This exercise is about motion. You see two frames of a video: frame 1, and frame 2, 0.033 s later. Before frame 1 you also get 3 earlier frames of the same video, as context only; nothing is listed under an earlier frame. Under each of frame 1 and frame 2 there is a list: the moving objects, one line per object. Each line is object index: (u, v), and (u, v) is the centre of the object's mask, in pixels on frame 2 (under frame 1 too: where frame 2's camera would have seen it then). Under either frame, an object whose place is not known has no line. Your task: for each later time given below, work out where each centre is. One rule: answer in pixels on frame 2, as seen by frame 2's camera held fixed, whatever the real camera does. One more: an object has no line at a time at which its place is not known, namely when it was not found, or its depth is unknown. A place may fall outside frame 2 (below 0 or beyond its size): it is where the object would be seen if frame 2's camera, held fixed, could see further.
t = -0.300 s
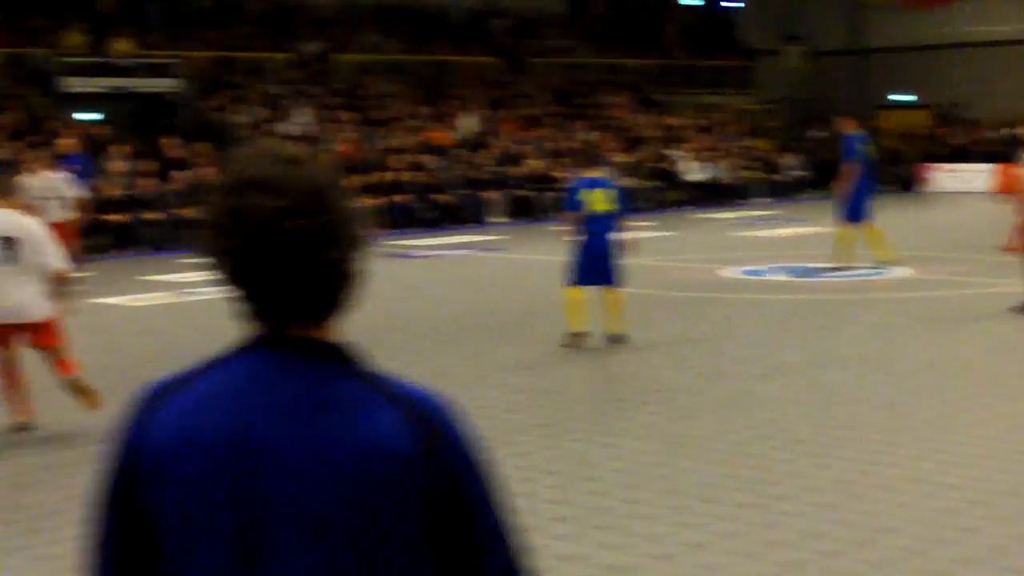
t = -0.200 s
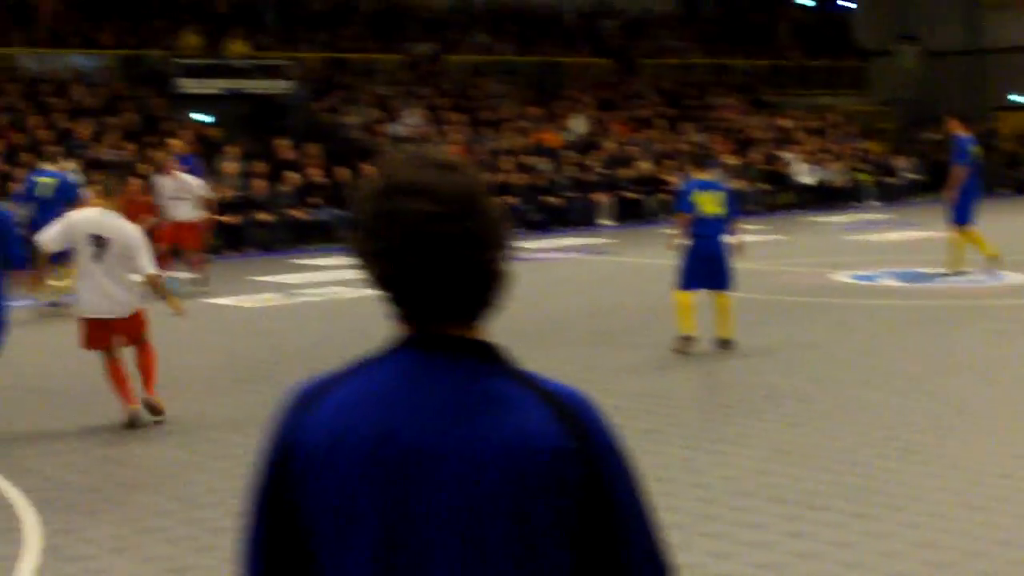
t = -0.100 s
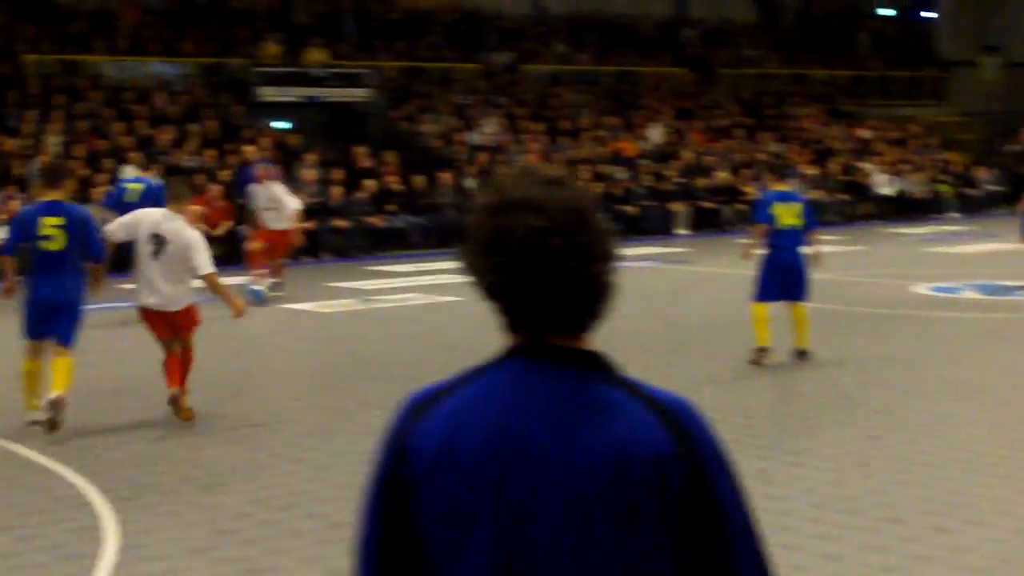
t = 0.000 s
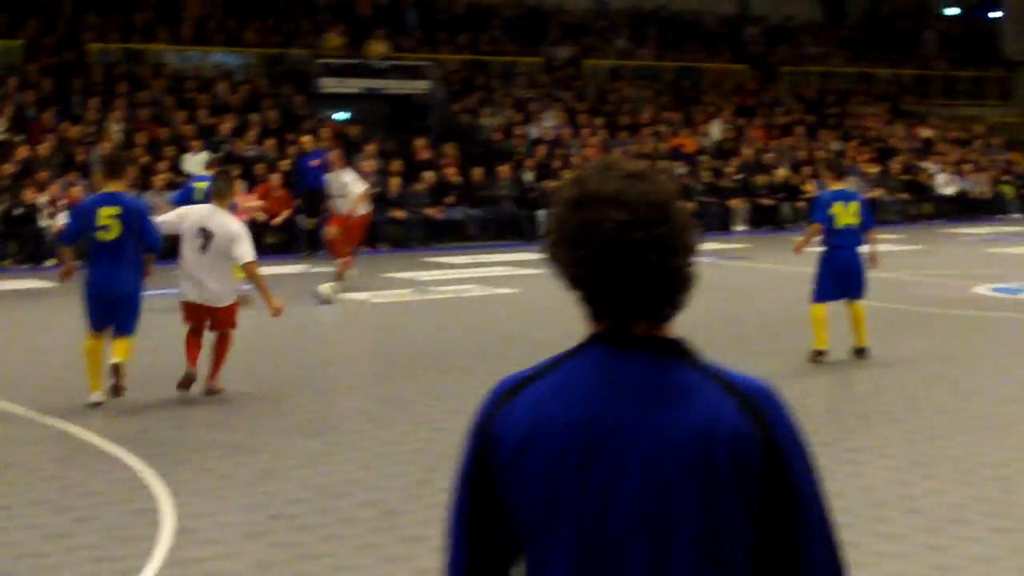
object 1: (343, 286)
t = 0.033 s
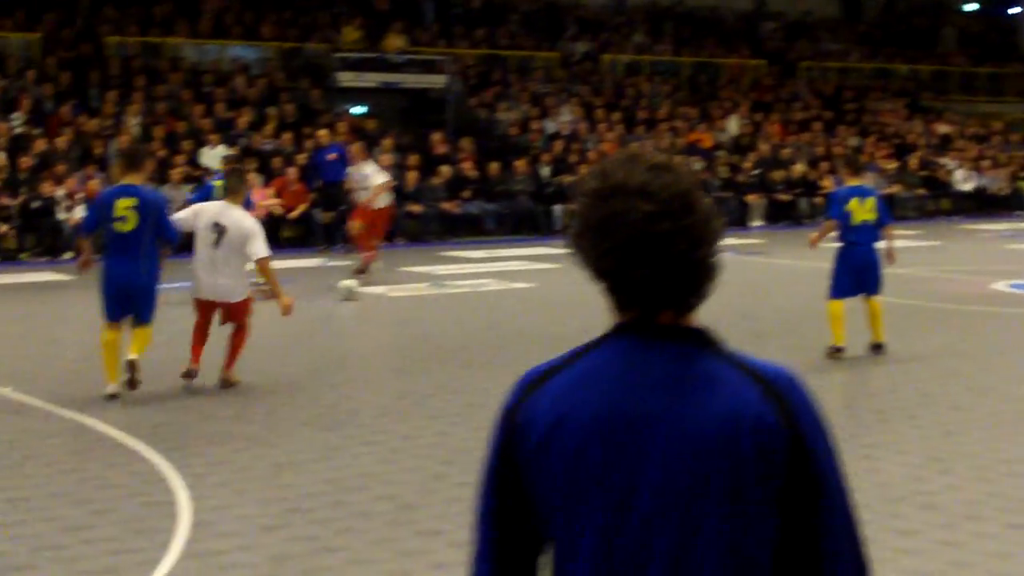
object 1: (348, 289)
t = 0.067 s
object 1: (352, 295)
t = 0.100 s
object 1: (358, 298)
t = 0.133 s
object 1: (364, 301)
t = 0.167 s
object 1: (369, 304)
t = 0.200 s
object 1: (374, 306)
